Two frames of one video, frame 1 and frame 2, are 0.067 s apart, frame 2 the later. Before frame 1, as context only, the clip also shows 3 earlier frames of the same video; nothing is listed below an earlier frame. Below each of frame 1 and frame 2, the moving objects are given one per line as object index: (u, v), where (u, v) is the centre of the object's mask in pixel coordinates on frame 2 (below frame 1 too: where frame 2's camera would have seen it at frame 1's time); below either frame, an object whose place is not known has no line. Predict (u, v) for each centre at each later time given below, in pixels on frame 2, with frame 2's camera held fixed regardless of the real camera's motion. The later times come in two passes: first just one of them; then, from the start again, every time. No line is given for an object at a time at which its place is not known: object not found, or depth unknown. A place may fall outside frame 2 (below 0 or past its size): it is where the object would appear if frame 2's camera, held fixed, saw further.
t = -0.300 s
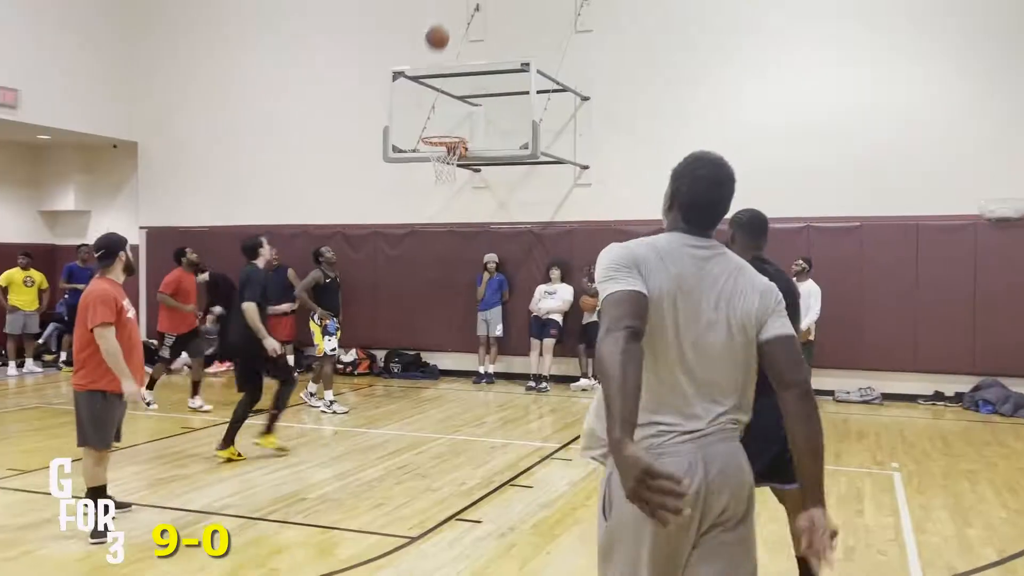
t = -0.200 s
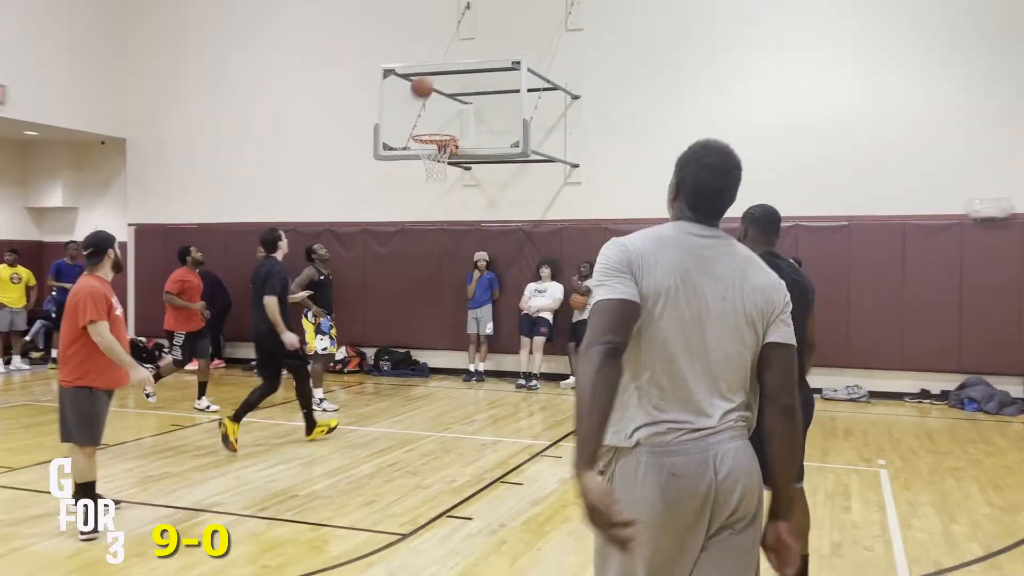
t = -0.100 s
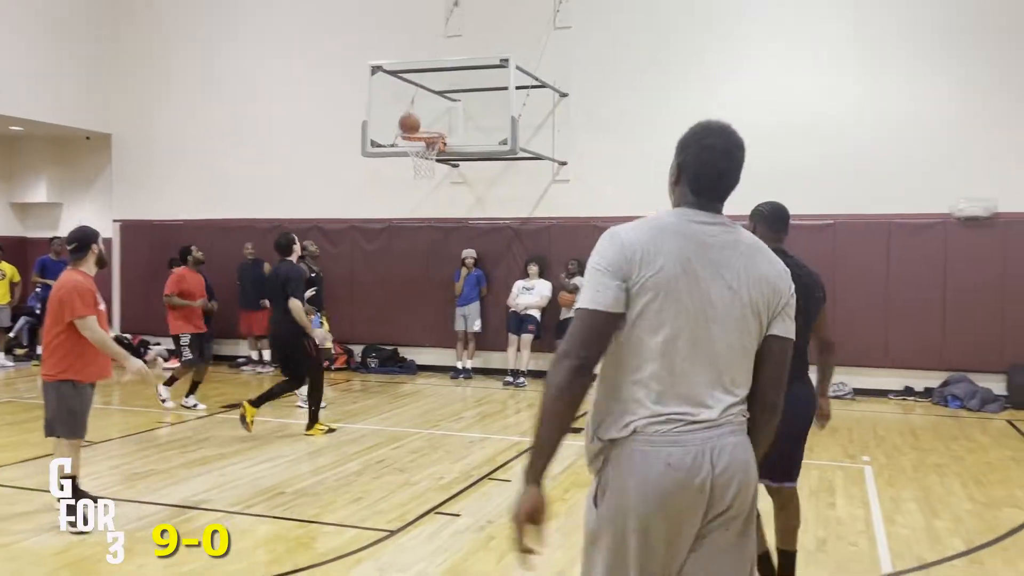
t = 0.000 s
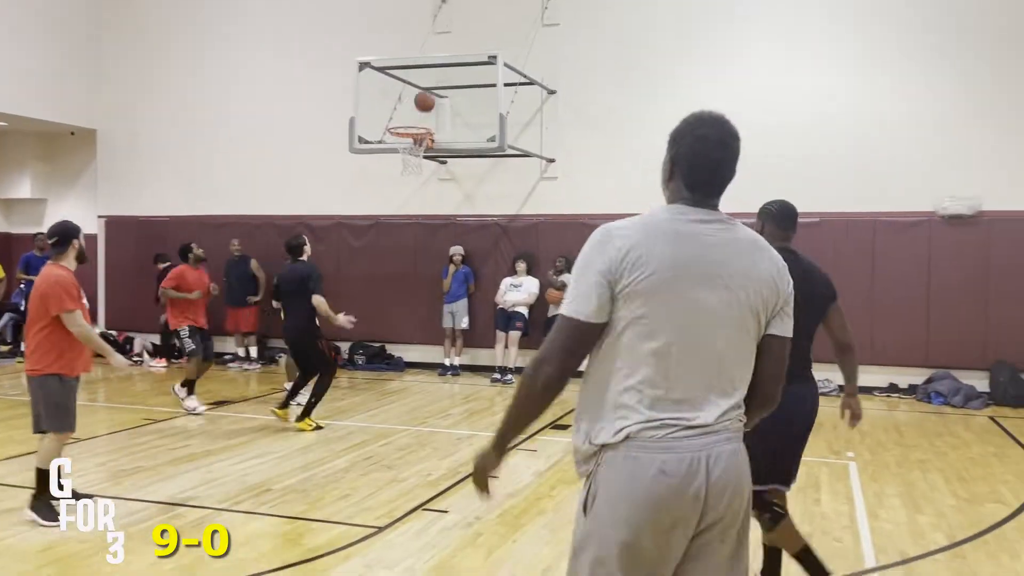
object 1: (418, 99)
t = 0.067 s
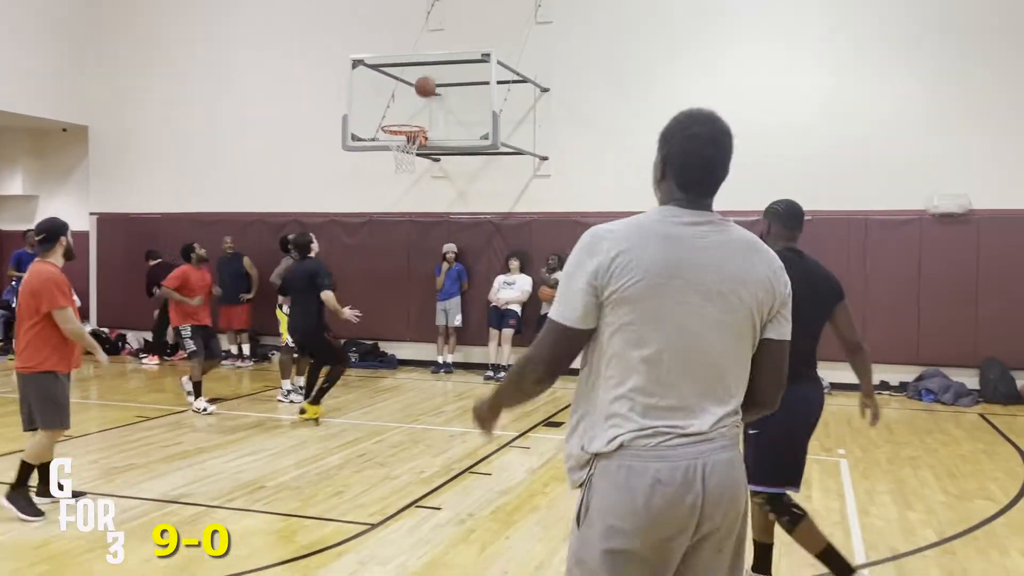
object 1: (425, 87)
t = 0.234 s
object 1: (437, 68)
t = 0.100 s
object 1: (428, 81)
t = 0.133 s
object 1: (430, 76)
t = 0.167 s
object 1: (432, 73)
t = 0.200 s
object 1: (435, 70)
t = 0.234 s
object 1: (437, 68)
